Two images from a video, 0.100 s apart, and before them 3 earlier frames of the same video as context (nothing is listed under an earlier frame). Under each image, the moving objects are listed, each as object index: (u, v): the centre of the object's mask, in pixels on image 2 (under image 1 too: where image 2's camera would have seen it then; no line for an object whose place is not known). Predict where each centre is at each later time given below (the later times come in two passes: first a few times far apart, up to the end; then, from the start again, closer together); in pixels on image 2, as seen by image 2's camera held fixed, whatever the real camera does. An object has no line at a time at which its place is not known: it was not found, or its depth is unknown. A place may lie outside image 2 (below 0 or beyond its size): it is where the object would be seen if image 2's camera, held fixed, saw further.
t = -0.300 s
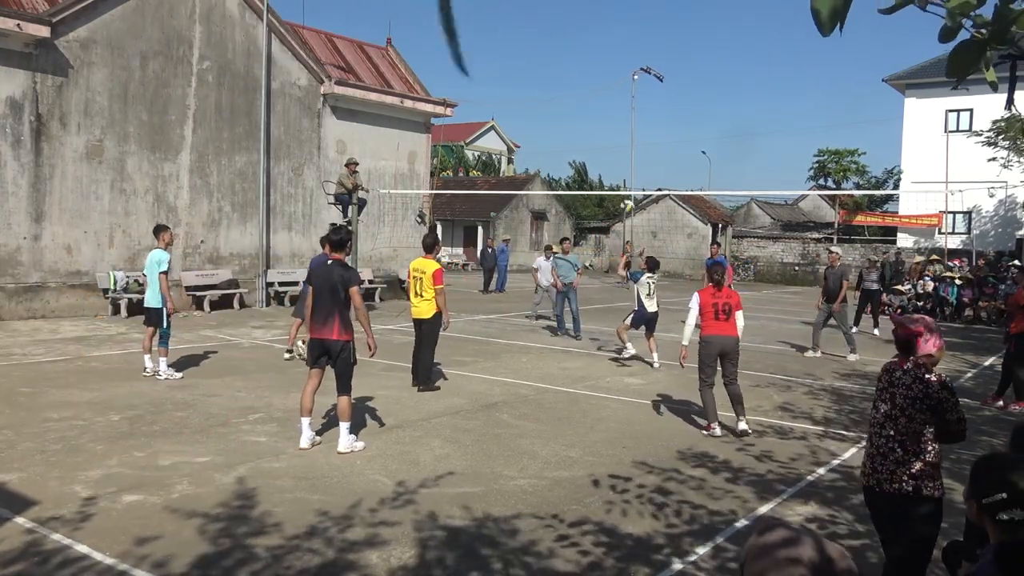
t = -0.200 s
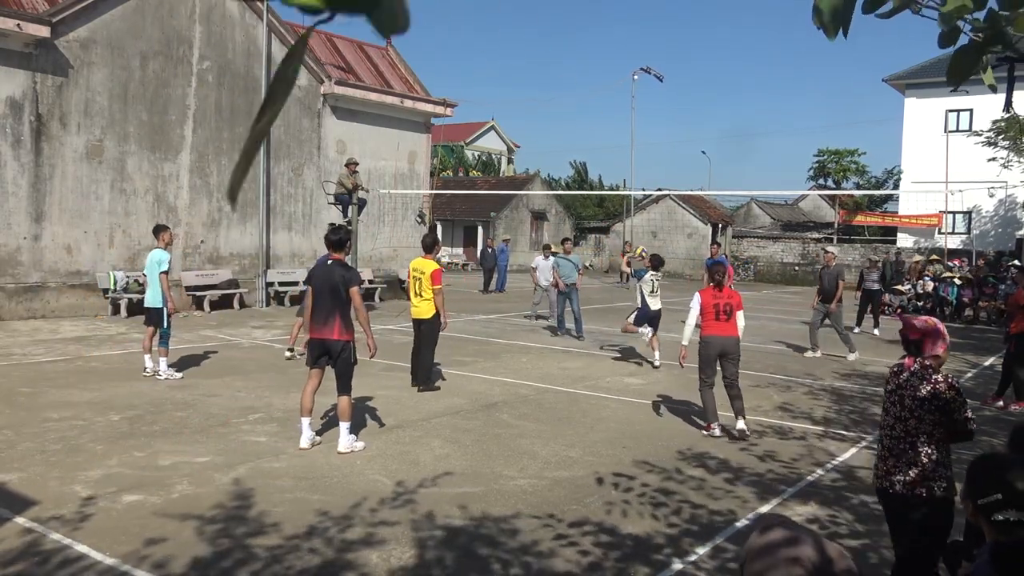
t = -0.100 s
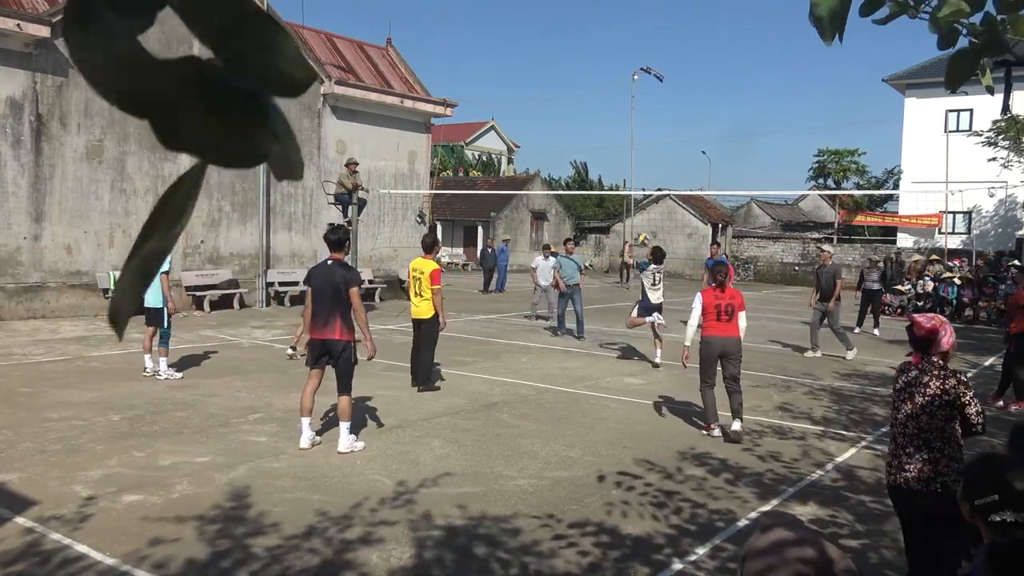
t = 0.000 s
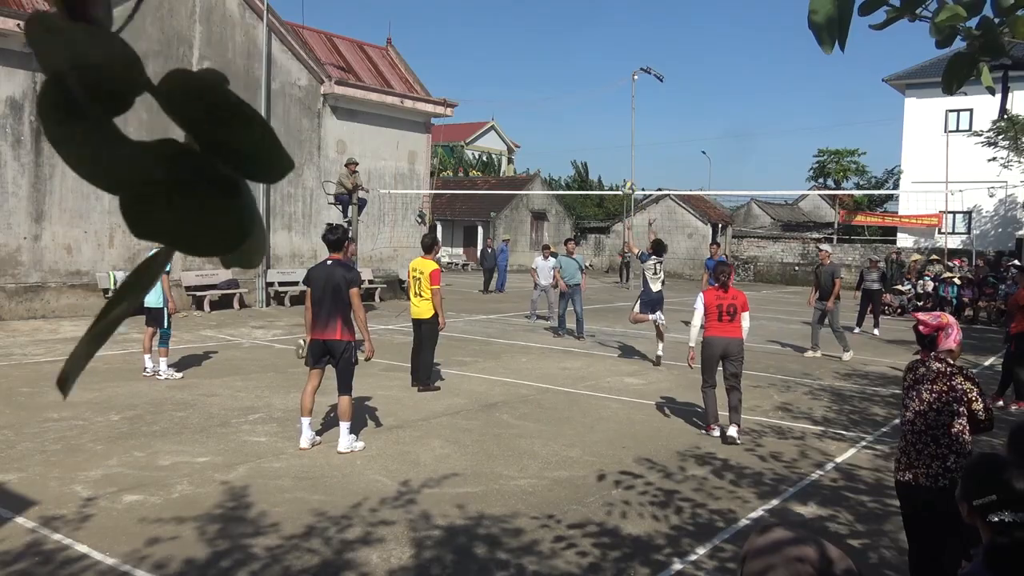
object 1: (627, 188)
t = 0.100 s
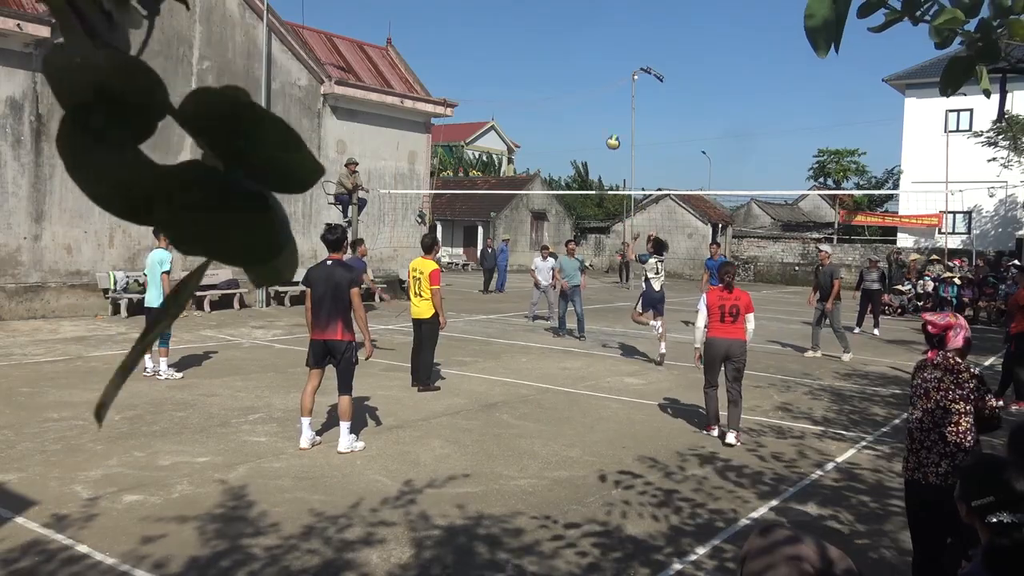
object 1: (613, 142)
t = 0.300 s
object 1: (583, 73)
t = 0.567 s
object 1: (542, 28)
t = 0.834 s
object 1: (500, 33)
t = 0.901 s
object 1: (491, 41)
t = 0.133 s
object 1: (608, 129)
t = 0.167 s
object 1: (603, 116)
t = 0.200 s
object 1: (598, 104)
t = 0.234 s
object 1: (593, 93)
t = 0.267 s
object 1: (588, 83)
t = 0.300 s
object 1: (583, 73)
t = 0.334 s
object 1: (578, 65)
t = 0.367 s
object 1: (573, 57)
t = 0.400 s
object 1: (568, 50)
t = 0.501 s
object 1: (552, 35)
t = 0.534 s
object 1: (547, 31)
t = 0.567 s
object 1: (542, 28)
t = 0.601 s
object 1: (537, 26)
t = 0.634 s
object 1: (531, 25)
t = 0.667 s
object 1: (526, 25)
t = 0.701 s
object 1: (521, 25)
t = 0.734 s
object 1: (516, 26)
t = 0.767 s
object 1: (511, 27)
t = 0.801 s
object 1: (506, 30)
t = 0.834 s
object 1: (500, 33)
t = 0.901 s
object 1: (491, 41)
